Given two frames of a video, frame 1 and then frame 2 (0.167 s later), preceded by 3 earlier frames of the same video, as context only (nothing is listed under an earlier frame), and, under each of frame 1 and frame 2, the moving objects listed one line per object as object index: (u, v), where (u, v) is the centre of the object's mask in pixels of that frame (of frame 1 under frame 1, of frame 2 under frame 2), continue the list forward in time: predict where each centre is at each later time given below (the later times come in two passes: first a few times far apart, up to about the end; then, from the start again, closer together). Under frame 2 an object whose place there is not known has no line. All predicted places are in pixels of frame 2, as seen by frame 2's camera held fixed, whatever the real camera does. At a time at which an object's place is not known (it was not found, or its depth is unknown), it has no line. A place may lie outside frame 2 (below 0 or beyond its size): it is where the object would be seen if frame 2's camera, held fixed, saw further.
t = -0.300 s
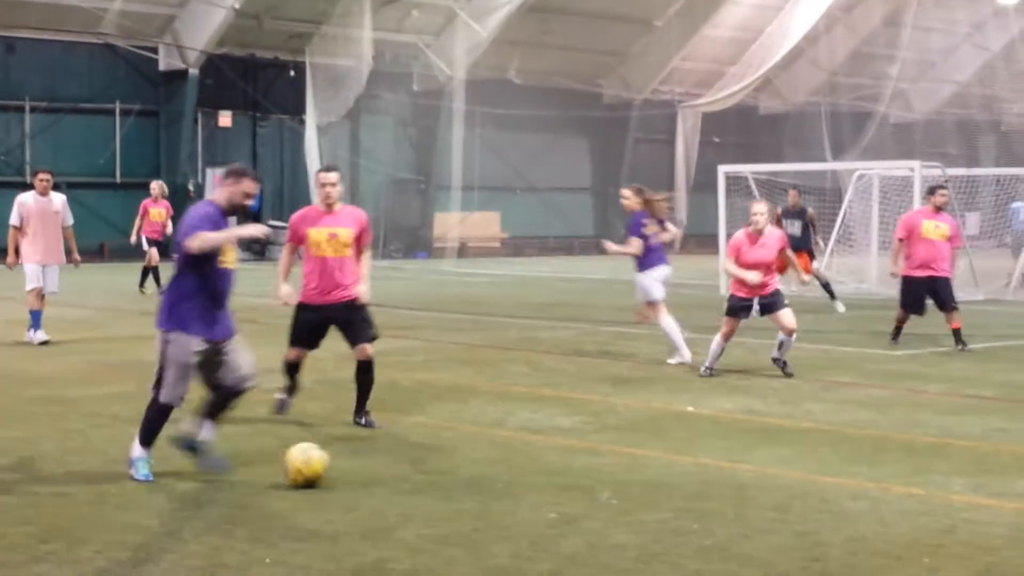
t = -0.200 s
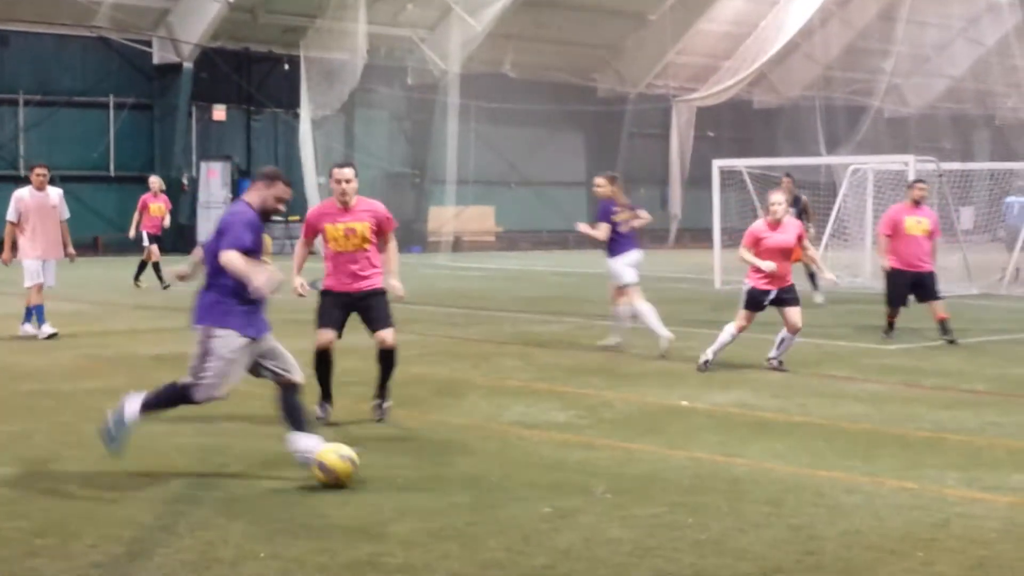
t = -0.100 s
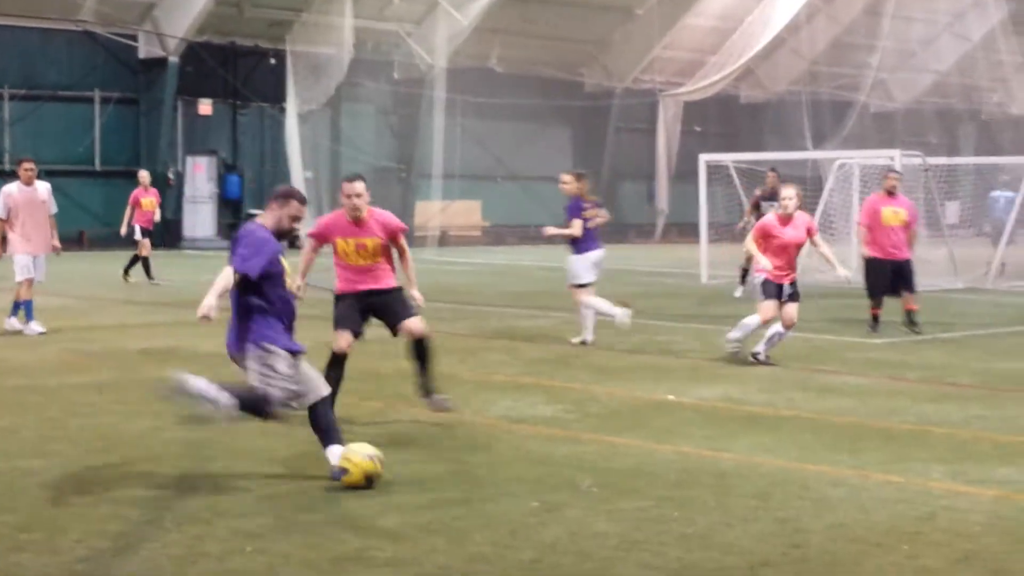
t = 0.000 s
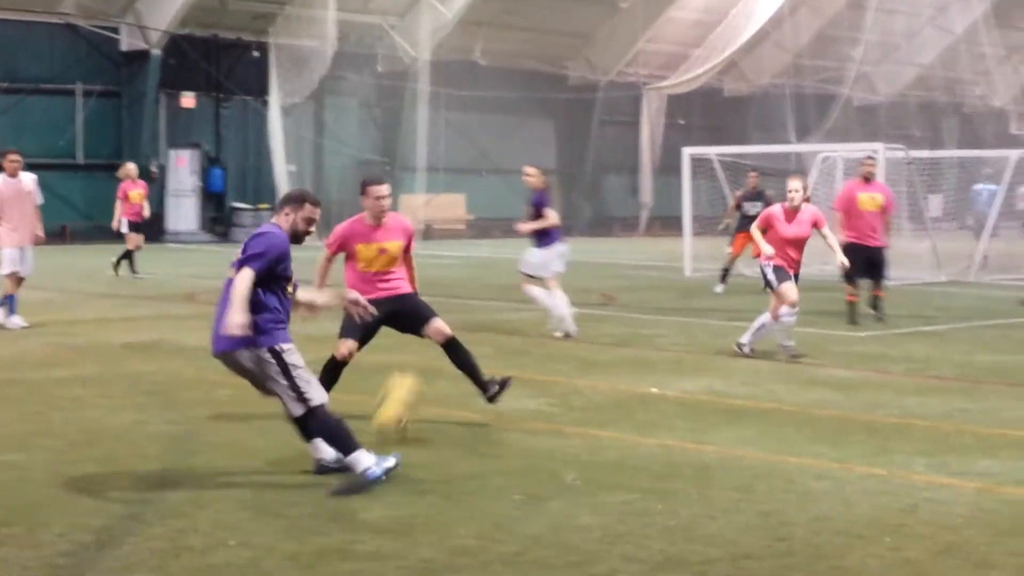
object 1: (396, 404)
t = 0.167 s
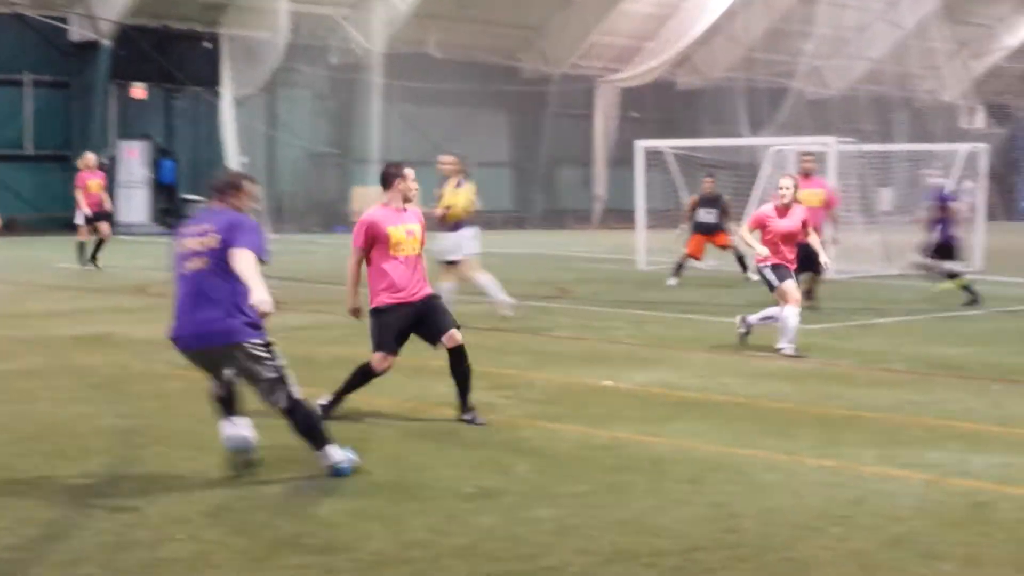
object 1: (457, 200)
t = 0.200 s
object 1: (474, 172)
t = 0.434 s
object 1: (558, 54)
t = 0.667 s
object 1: (607, 23)
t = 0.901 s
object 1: (638, 44)
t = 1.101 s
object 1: (655, 90)
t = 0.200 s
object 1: (474, 172)
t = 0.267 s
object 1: (503, 127)
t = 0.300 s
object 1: (516, 107)
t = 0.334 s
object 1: (528, 91)
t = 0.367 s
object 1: (539, 76)
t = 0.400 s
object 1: (549, 64)
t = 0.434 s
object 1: (558, 54)
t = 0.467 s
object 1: (567, 45)
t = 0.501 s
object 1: (575, 38)
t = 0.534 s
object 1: (582, 33)
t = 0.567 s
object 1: (590, 28)
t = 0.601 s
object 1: (595, 26)
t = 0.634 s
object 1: (601, 23)
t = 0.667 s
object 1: (607, 23)
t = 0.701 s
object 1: (613, 23)
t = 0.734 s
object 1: (618, 24)
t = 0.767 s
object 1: (622, 27)
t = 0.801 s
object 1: (626, 30)
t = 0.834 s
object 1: (631, 34)
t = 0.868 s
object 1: (635, 39)
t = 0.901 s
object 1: (638, 44)
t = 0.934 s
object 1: (640, 50)
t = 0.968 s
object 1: (644, 57)
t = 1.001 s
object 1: (648, 65)
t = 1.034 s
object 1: (650, 74)
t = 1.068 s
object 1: (653, 81)
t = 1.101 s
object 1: (655, 90)
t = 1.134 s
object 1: (658, 99)
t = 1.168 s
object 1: (659, 110)
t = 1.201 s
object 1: (661, 120)
